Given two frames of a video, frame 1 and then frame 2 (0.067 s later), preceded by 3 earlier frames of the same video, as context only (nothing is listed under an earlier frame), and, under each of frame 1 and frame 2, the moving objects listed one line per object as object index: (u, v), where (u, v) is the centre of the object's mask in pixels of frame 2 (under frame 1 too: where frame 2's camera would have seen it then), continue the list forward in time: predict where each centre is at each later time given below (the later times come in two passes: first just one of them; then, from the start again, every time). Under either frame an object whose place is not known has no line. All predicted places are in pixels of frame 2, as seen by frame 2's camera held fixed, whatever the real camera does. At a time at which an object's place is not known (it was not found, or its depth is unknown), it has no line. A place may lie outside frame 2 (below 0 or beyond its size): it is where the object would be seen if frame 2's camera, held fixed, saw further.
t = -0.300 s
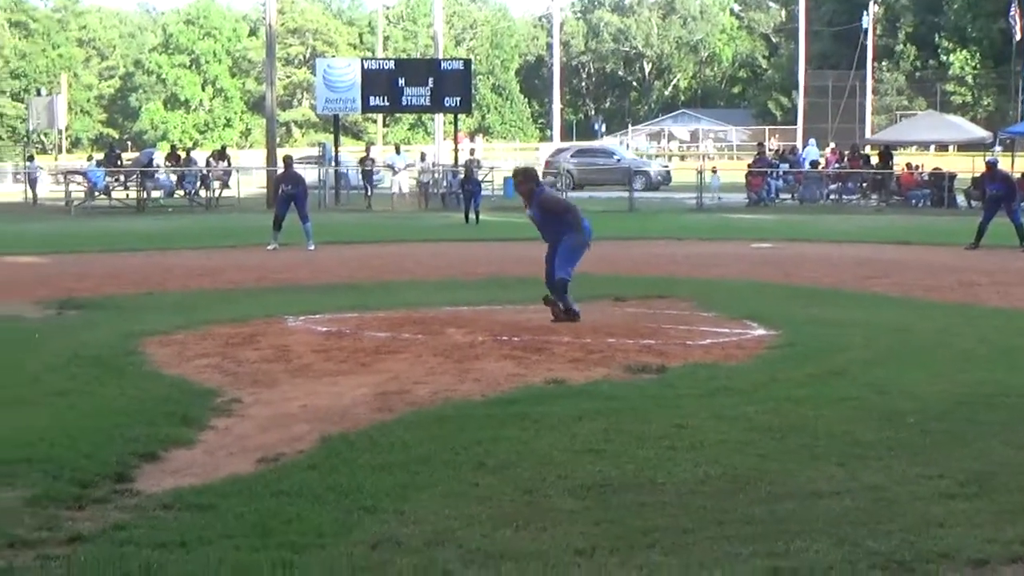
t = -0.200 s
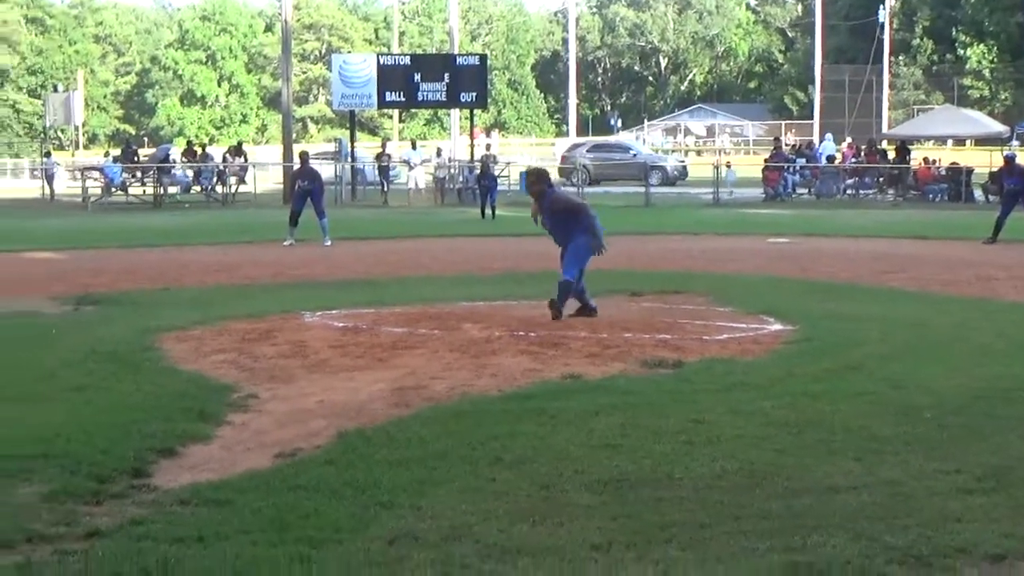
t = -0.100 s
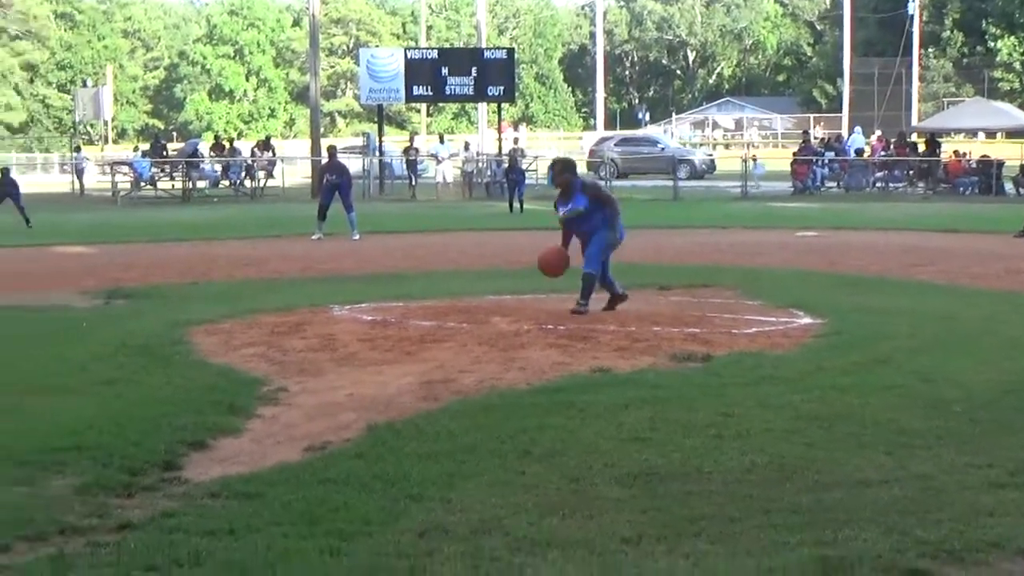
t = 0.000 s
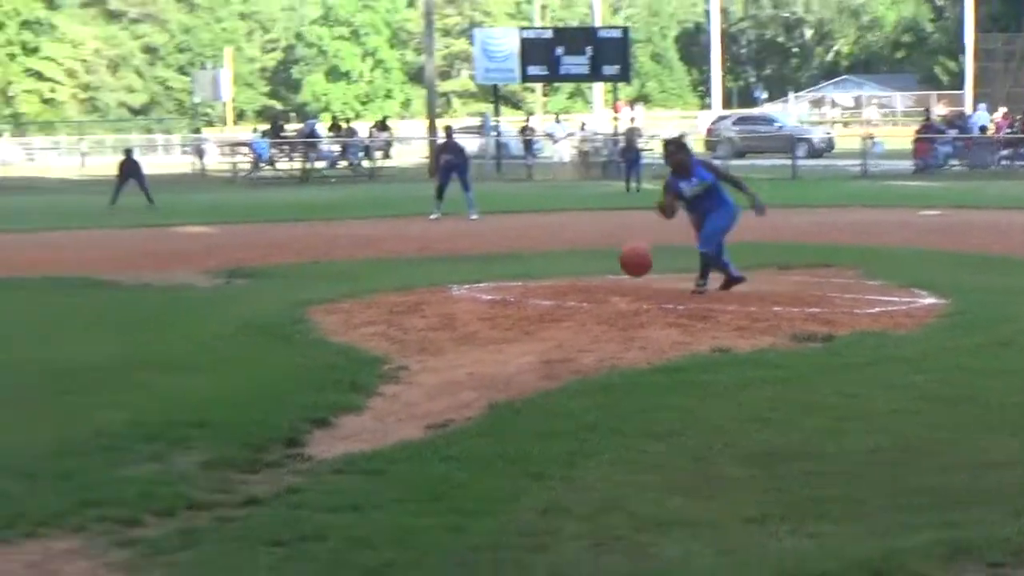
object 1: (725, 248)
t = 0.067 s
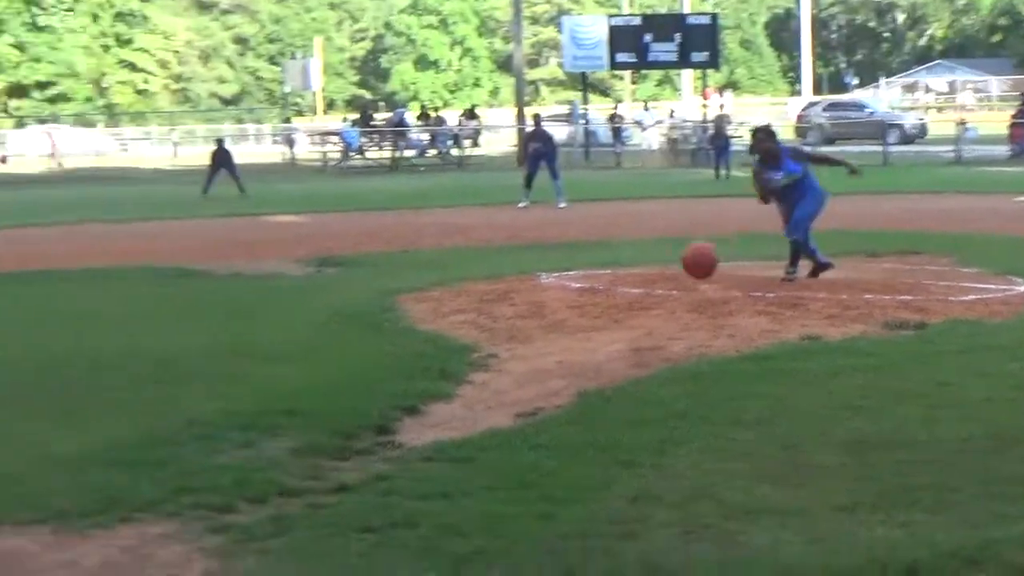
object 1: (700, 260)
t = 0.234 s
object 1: (618, 340)
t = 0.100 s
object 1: (685, 271)
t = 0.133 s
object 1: (670, 283)
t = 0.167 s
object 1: (654, 299)
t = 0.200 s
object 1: (636, 321)
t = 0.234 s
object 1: (618, 340)
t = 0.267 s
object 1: (600, 330)
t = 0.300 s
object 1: (580, 327)
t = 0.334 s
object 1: (561, 319)
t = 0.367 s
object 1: (541, 316)
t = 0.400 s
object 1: (519, 314)
